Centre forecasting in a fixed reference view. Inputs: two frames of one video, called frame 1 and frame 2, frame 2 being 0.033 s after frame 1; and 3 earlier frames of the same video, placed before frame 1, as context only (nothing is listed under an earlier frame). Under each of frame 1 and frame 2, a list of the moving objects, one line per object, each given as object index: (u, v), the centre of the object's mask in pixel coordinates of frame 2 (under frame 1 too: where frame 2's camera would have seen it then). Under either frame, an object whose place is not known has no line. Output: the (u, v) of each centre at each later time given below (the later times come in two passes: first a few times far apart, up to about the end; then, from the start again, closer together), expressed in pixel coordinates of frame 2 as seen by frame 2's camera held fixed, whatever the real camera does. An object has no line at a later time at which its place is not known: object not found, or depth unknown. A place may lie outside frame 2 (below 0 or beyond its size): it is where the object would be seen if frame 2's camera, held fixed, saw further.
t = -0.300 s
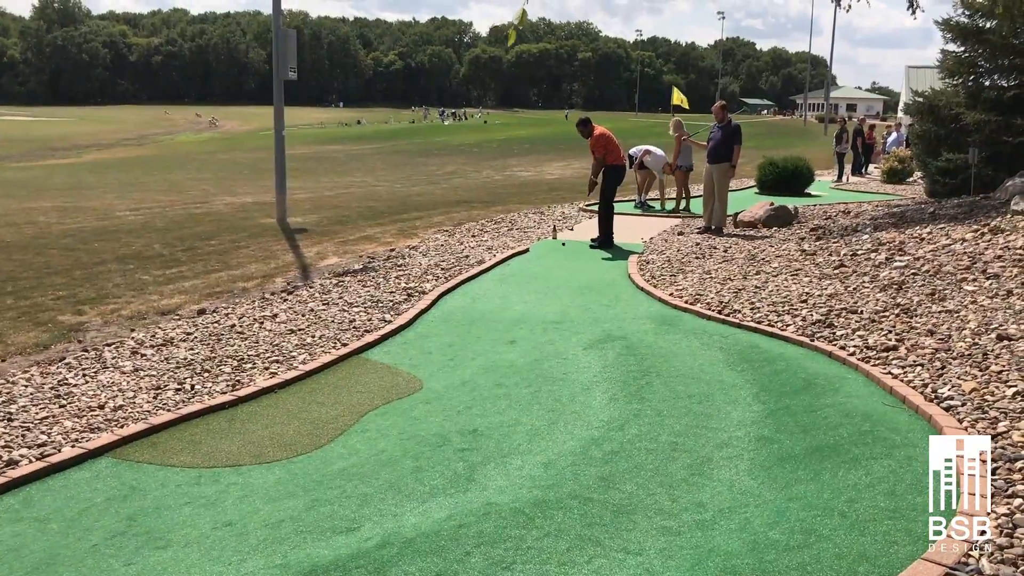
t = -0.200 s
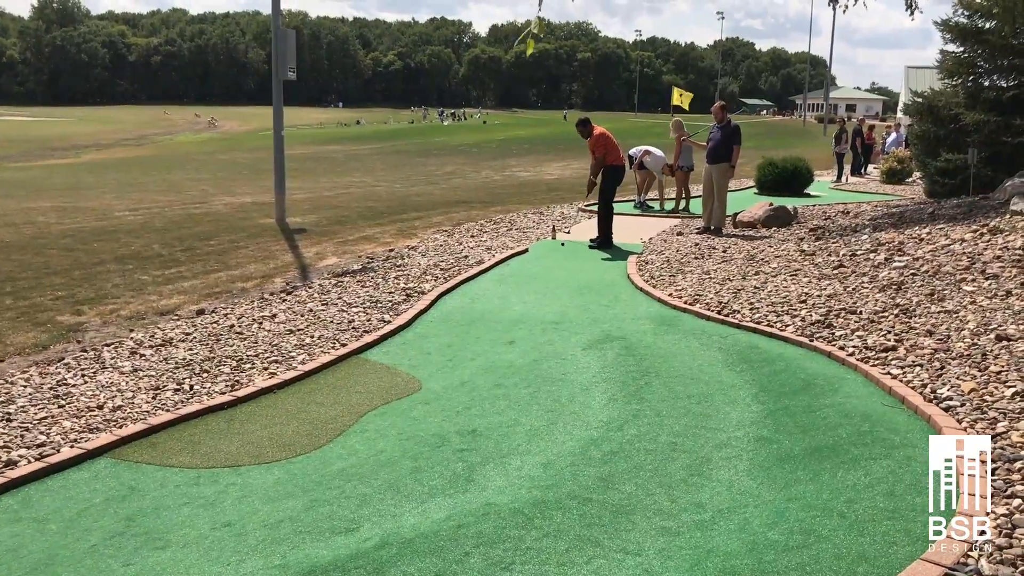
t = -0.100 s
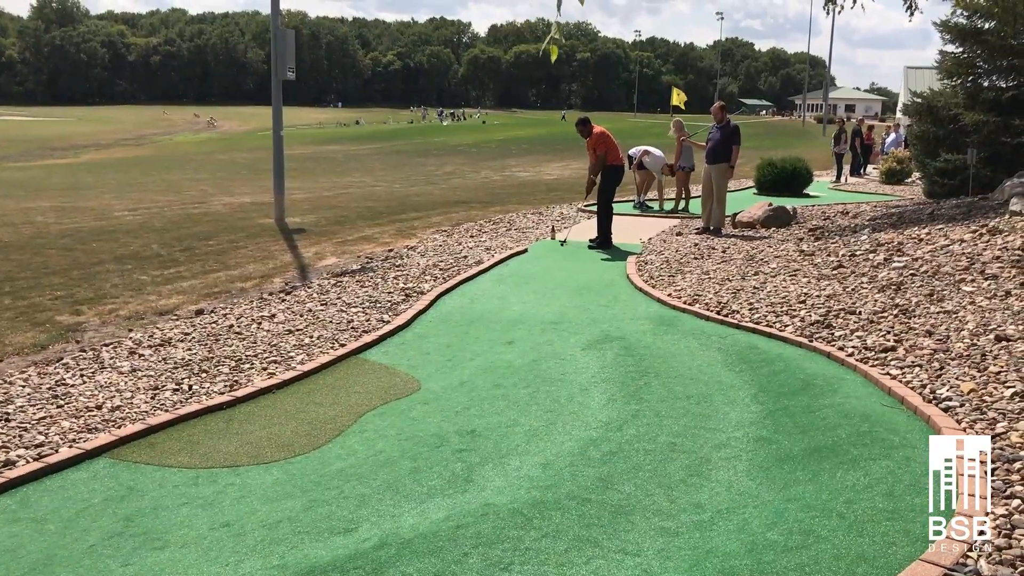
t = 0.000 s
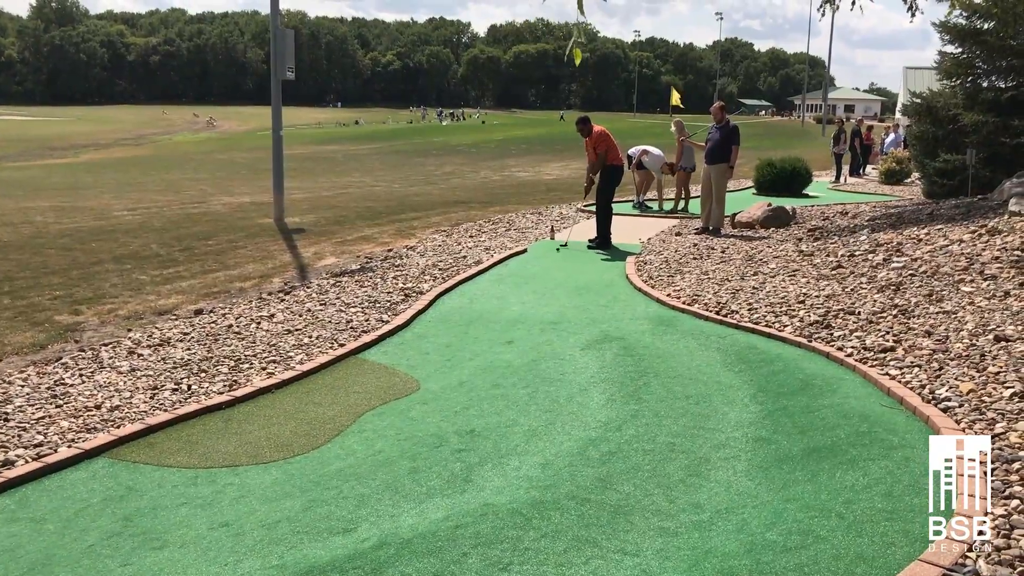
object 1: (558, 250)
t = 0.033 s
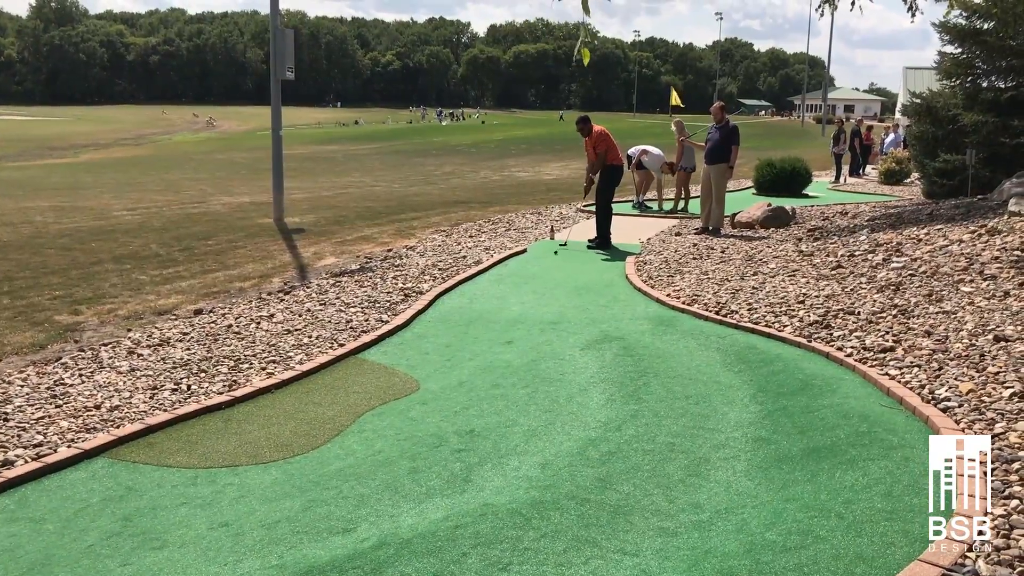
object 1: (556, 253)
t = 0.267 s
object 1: (546, 267)
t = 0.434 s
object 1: (542, 272)
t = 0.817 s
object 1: (526, 318)
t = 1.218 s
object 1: (496, 370)
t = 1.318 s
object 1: (484, 383)
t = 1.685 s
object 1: (426, 460)
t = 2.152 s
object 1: (287, 593)
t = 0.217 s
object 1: (547, 268)
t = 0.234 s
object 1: (546, 269)
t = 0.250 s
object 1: (546, 268)
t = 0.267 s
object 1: (546, 267)
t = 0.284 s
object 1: (546, 266)
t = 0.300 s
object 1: (545, 266)
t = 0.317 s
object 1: (545, 266)
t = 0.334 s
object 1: (544, 266)
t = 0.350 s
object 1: (544, 266)
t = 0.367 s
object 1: (544, 267)
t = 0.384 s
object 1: (543, 268)
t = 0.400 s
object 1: (542, 269)
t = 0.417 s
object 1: (542, 271)
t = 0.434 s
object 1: (542, 272)
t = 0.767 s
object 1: (529, 313)
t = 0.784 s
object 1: (528, 316)
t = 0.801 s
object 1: (527, 319)
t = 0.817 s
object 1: (526, 318)
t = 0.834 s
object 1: (525, 318)
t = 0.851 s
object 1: (524, 319)
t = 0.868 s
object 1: (523, 319)
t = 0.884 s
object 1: (522, 320)
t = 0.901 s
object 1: (521, 321)
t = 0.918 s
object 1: (520, 323)
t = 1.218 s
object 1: (496, 370)
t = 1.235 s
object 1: (494, 371)
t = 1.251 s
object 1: (492, 372)
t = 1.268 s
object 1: (490, 374)
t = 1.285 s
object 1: (488, 376)
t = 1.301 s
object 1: (486, 379)
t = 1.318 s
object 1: (484, 383)
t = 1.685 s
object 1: (426, 460)
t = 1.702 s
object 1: (423, 462)
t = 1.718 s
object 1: (419, 465)
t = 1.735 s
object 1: (416, 469)
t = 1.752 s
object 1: (412, 473)
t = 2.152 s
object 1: (287, 593)
